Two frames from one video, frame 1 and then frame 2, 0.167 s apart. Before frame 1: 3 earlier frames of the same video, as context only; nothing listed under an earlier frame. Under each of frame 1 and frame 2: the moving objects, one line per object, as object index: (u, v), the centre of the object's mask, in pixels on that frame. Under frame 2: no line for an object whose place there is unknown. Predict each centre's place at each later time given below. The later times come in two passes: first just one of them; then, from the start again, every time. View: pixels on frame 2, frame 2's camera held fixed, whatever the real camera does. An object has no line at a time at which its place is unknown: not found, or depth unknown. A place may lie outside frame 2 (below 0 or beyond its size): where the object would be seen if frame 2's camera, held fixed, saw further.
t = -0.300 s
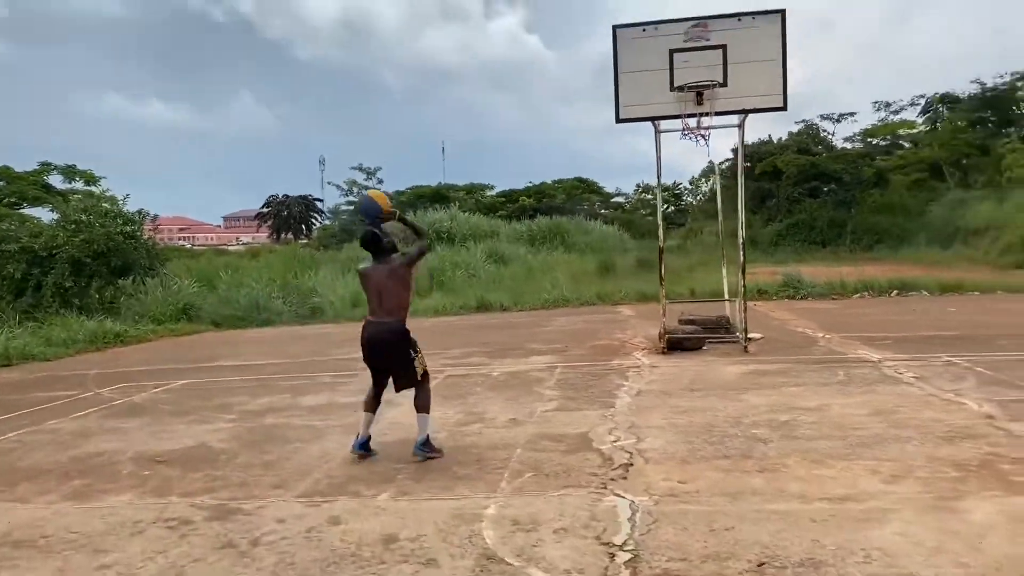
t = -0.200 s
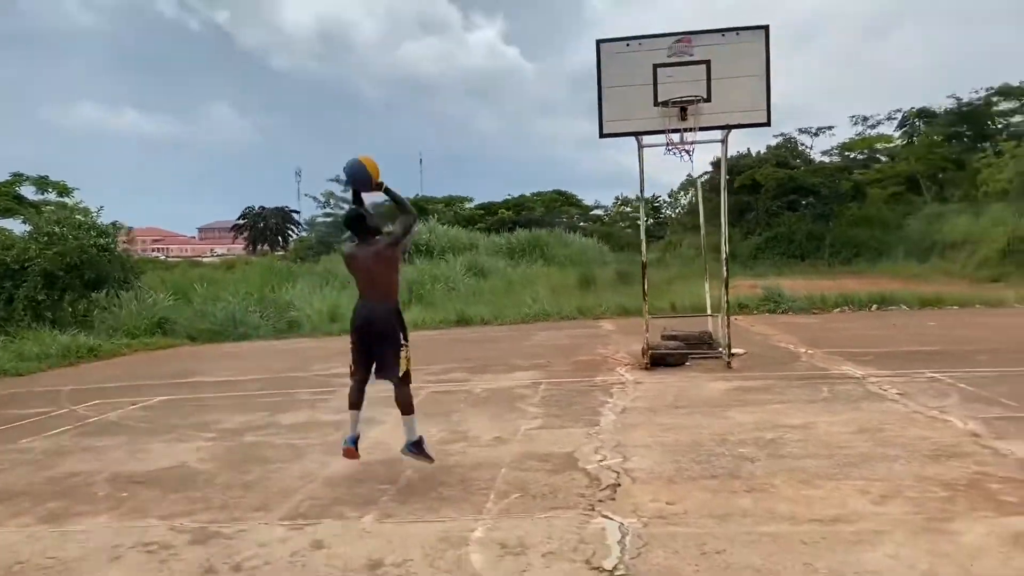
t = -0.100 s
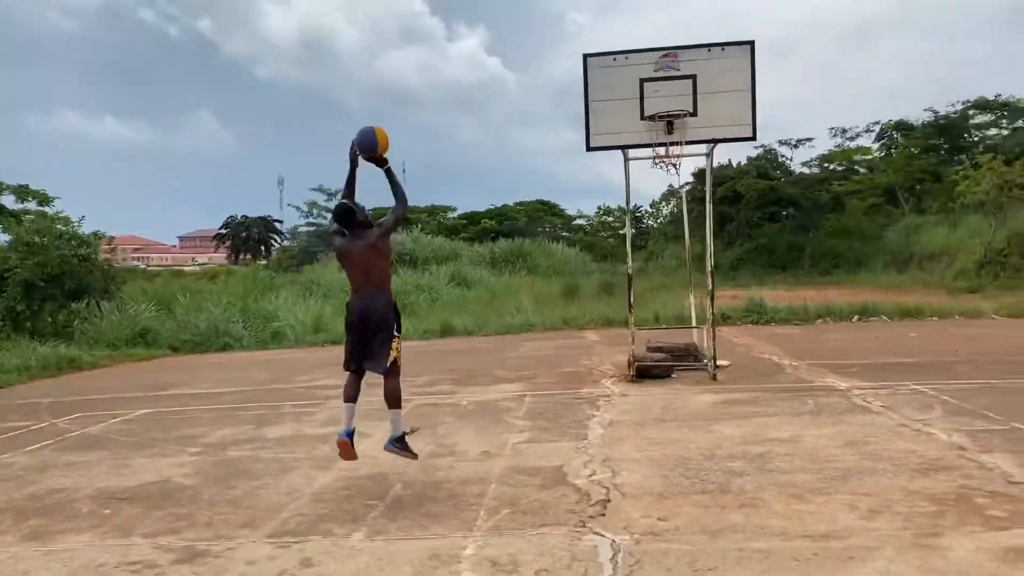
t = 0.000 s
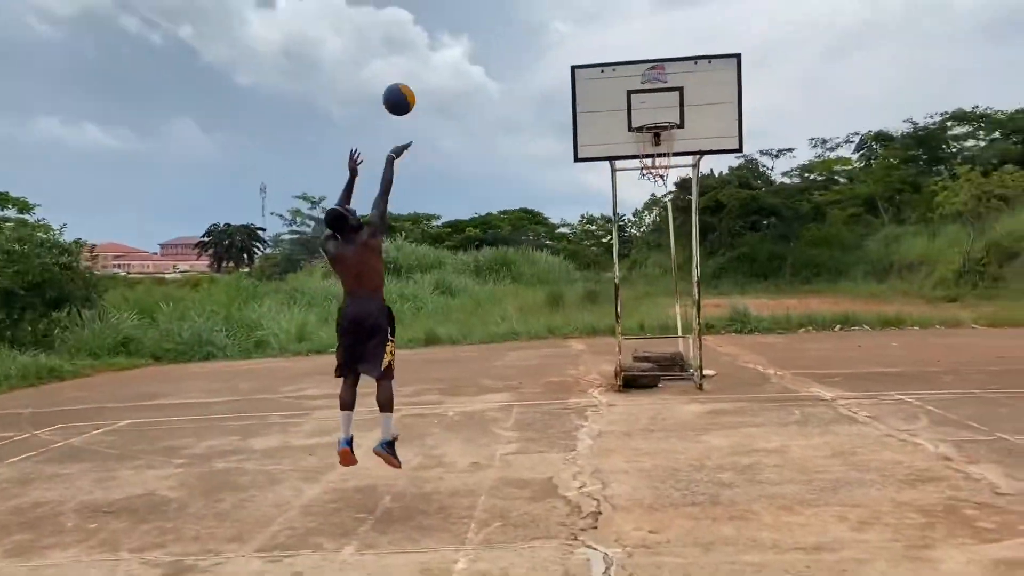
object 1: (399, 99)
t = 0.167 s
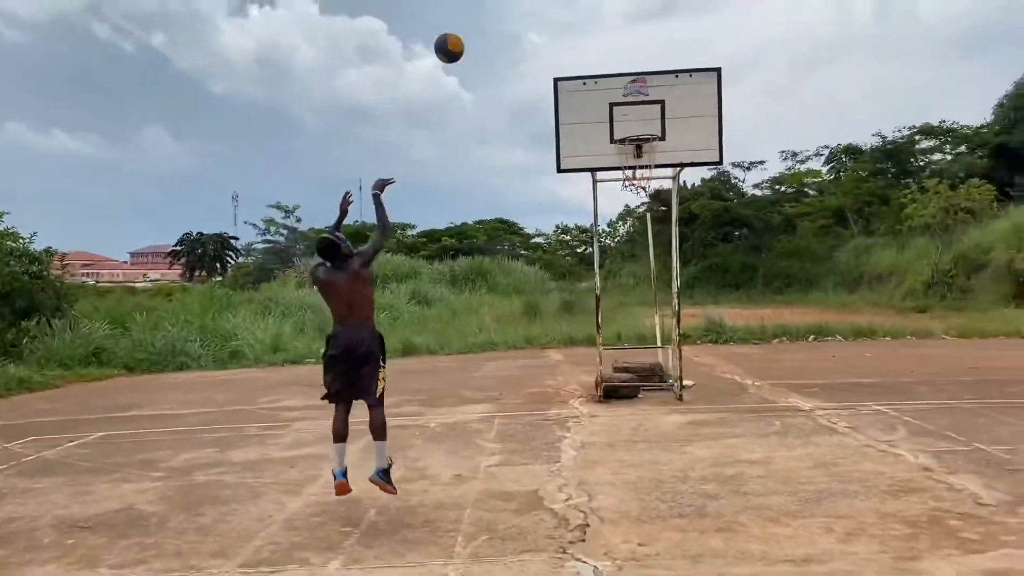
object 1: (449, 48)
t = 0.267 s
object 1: (484, 30)
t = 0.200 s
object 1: (461, 40)
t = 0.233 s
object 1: (473, 35)
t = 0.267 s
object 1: (484, 30)
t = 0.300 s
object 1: (495, 27)
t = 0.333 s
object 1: (506, 25)
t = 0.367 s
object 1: (516, 25)
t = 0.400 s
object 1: (526, 26)
